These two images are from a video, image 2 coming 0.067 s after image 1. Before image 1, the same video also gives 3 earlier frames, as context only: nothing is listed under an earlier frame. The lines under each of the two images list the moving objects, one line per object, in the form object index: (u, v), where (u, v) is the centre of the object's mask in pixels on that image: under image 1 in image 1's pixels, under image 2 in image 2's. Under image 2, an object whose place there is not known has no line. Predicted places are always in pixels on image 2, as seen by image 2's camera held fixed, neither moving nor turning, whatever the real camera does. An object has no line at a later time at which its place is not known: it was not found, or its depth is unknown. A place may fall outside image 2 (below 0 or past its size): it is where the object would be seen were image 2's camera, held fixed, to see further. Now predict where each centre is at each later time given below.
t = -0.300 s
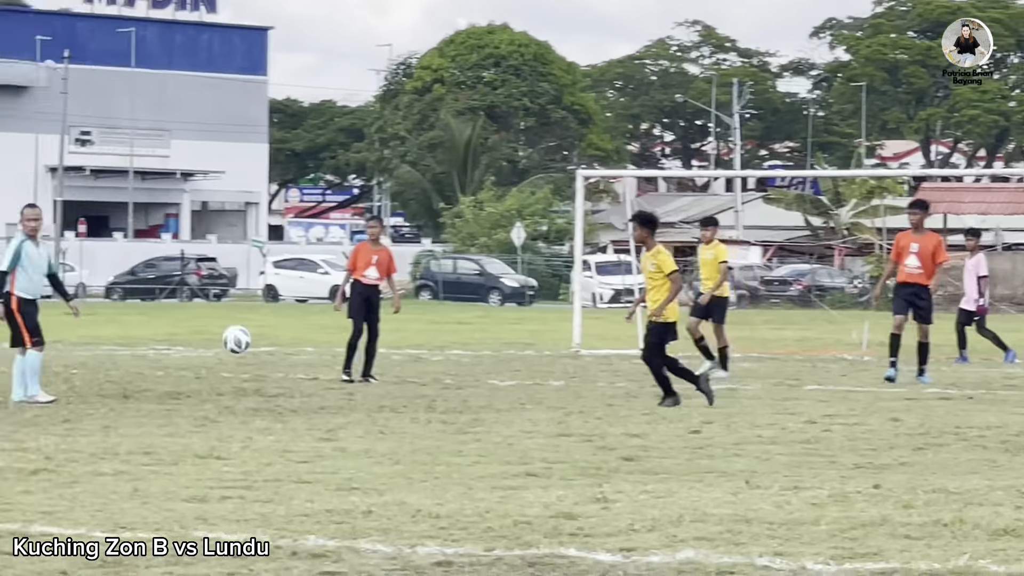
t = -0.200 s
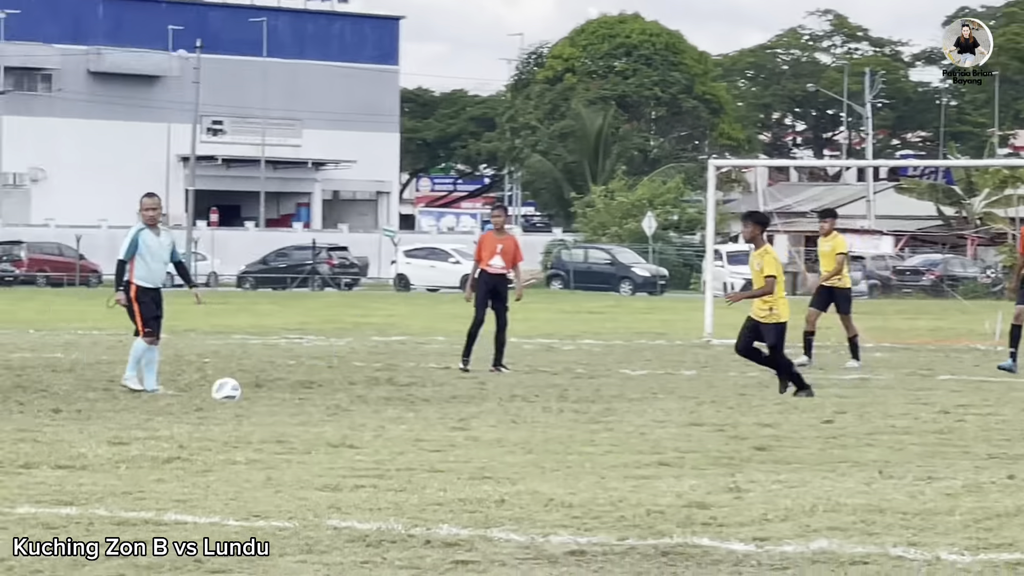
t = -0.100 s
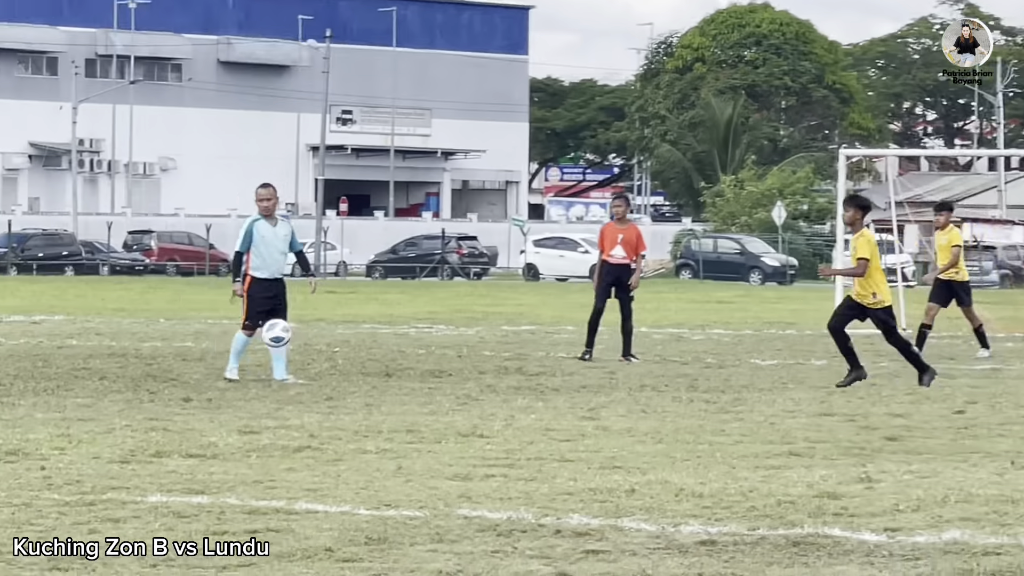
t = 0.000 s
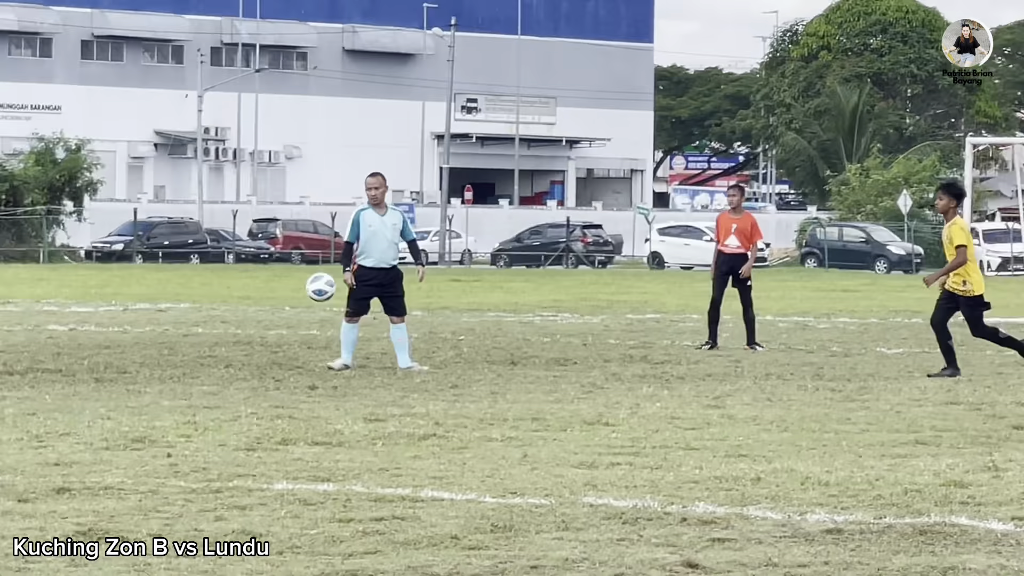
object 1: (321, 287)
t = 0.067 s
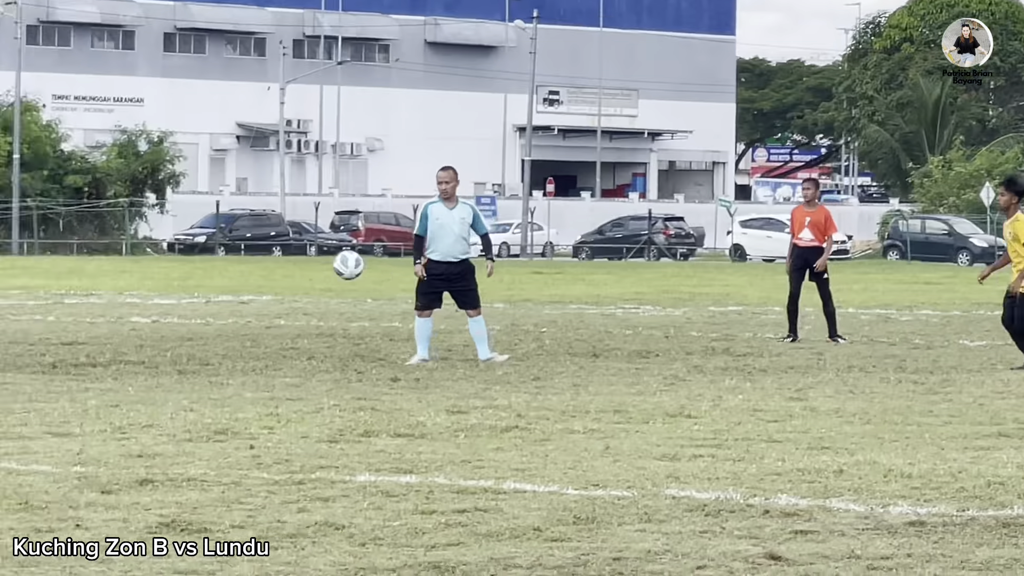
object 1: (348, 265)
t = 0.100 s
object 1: (316, 258)
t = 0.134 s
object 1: (284, 253)
